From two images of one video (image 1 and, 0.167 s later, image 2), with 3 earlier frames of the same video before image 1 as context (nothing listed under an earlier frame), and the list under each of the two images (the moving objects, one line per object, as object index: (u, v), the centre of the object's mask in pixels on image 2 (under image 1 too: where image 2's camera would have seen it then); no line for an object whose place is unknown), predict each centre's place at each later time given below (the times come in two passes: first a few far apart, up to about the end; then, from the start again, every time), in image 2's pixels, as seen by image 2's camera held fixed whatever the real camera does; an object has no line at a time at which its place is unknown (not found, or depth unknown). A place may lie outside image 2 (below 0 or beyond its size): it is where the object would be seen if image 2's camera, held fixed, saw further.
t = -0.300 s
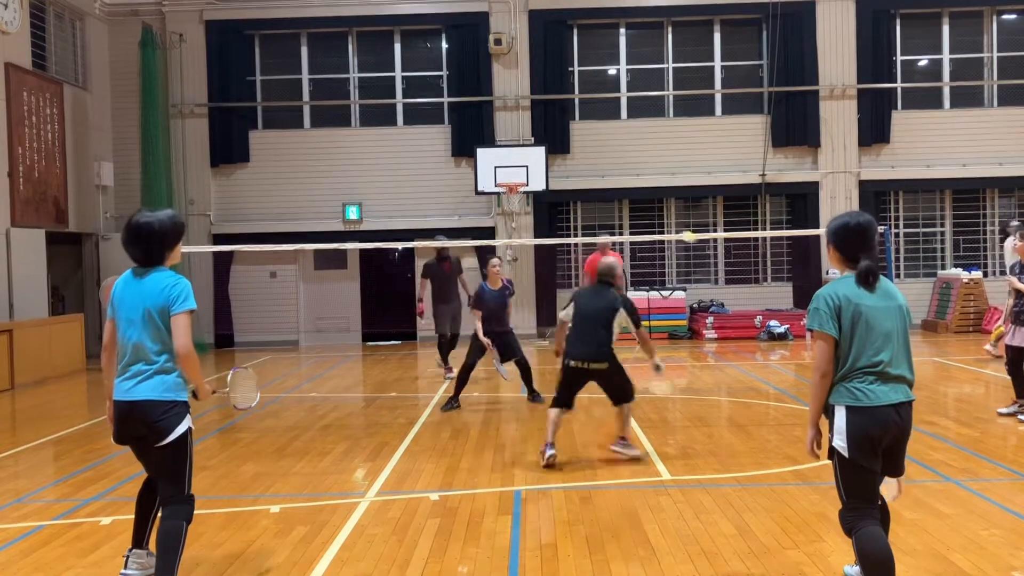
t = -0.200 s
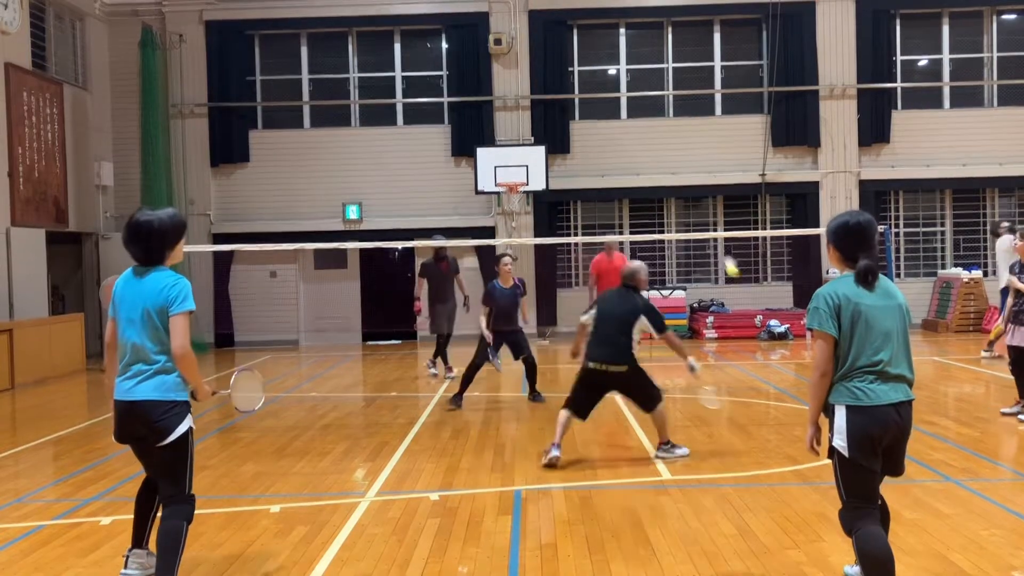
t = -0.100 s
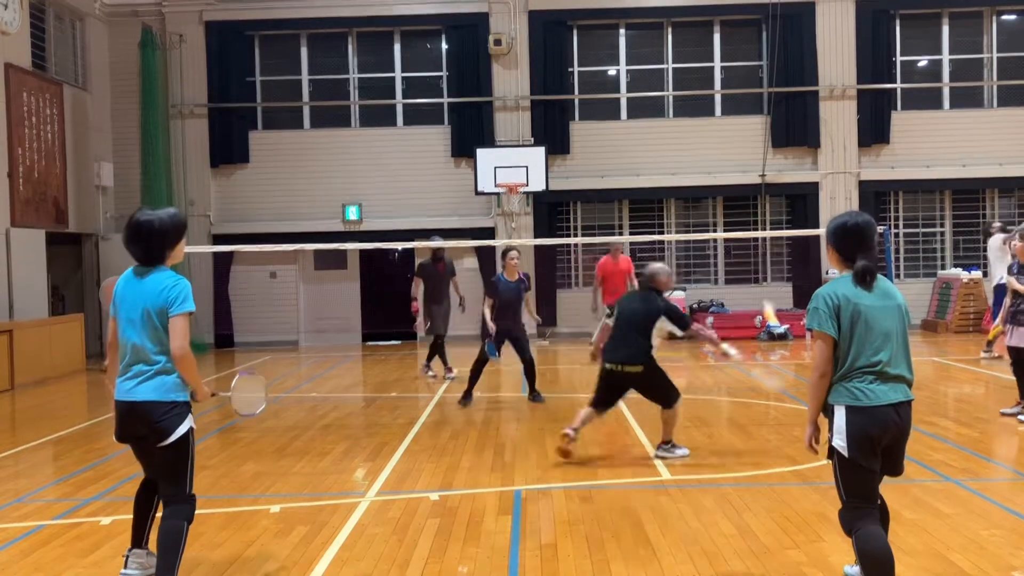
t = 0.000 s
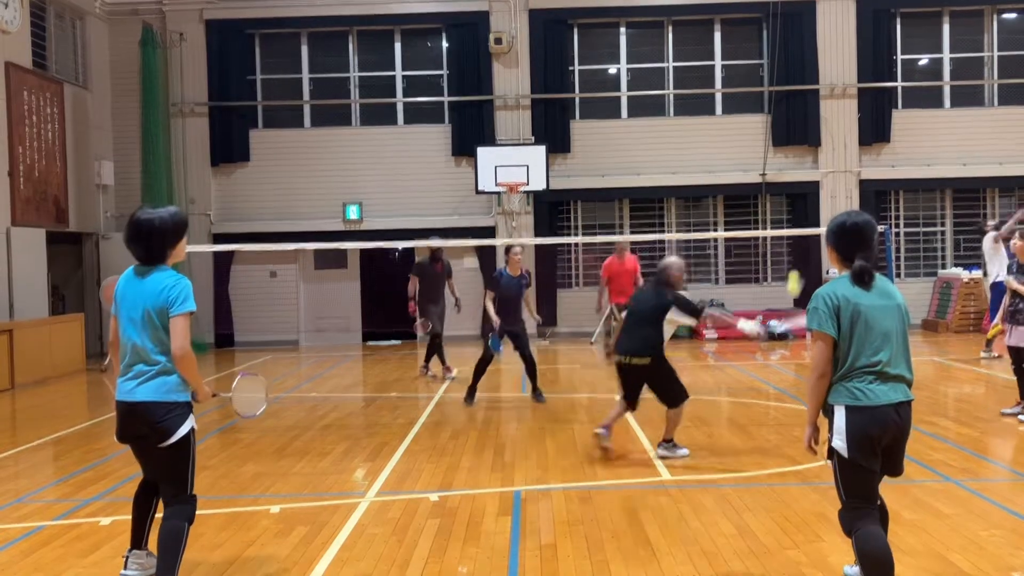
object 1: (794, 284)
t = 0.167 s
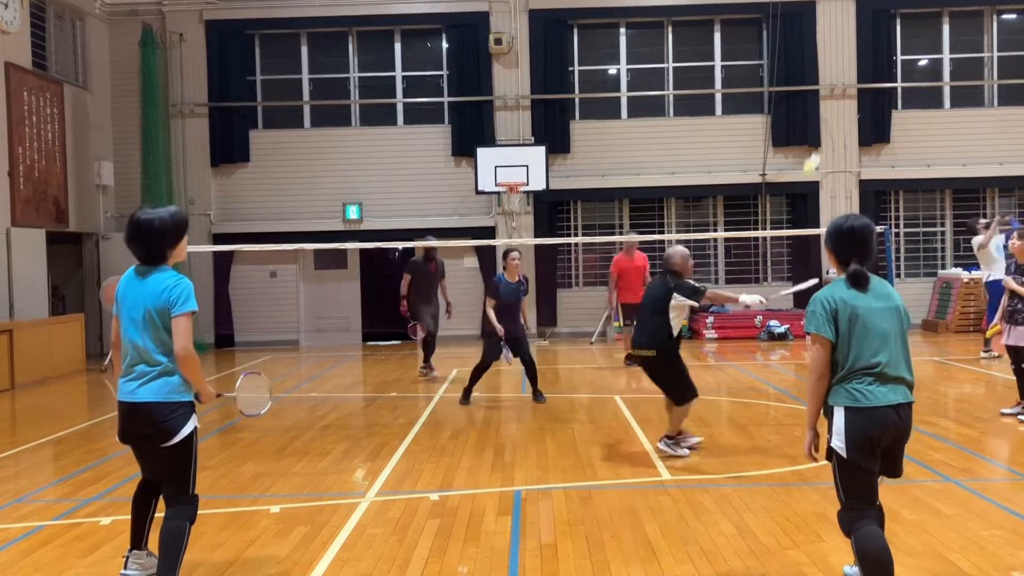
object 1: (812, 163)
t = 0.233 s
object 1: (819, 133)
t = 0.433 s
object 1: (839, 84)
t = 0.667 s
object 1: (867, 101)
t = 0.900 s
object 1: (890, 206)
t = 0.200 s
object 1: (816, 147)
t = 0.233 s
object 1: (819, 133)
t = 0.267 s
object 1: (823, 120)
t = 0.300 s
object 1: (826, 109)
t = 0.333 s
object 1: (830, 100)
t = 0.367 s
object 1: (833, 93)
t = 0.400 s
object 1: (836, 87)
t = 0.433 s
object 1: (839, 84)
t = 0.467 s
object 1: (842, 80)
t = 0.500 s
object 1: (845, 79)
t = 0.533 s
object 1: (849, 79)
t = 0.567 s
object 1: (853, 82)
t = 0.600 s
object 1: (858, 86)
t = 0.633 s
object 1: (863, 93)
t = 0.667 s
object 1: (867, 101)
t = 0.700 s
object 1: (871, 112)
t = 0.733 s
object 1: (875, 126)
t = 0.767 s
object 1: (878, 135)
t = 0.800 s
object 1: (882, 154)
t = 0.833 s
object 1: (884, 167)
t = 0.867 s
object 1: (887, 187)
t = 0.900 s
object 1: (890, 206)
